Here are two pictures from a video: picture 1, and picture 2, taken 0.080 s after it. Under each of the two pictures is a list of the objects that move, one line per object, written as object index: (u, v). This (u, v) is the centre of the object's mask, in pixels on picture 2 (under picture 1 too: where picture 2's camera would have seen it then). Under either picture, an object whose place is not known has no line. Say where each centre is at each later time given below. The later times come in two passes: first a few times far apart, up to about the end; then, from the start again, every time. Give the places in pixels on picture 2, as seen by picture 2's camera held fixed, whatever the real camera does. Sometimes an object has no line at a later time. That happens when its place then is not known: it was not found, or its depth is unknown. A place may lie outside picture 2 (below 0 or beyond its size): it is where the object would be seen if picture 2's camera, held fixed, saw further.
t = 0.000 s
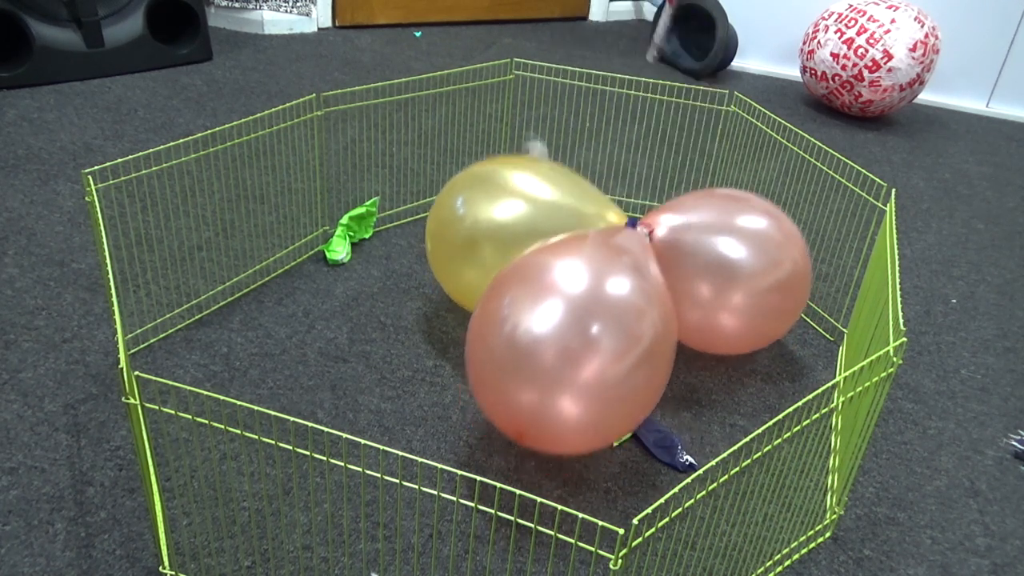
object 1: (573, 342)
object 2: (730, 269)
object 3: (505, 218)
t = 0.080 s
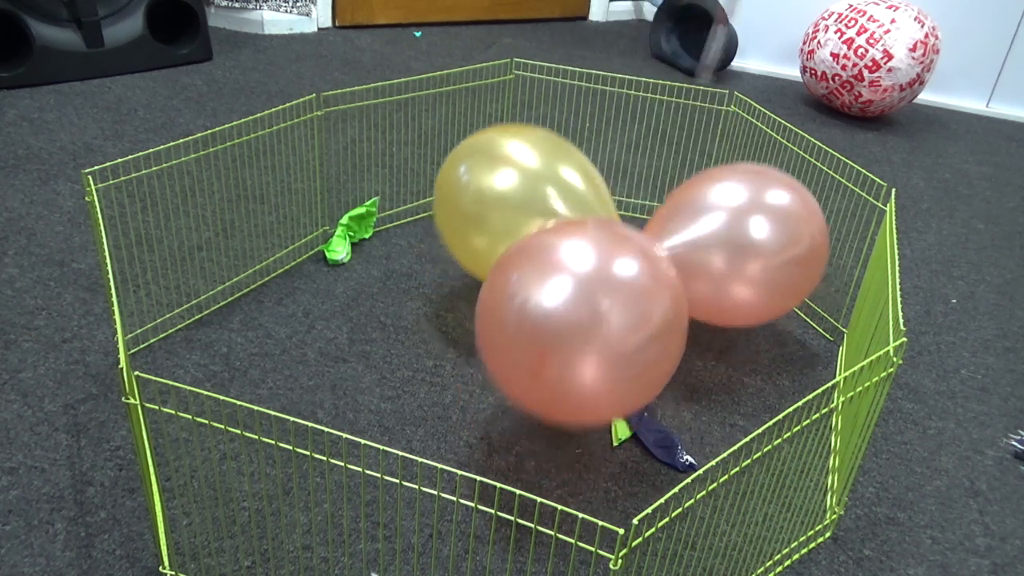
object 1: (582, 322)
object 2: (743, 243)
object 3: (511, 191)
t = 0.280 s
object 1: (580, 309)
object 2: (753, 258)
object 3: (522, 192)
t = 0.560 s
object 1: (575, 263)
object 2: (727, 237)
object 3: (531, 158)
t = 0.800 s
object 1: (555, 256)
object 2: (713, 227)
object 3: (550, 147)
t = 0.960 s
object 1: (551, 266)
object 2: (716, 229)
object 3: (555, 151)
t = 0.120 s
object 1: (594, 302)
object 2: (738, 229)
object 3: (521, 181)
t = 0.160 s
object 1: (608, 289)
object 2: (741, 224)
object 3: (521, 184)
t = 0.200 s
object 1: (598, 291)
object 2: (751, 236)
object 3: (512, 190)
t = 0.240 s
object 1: (586, 299)
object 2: (756, 247)
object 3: (510, 197)
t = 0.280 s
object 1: (580, 309)
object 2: (753, 258)
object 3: (522, 192)
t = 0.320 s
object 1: (577, 312)
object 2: (751, 253)
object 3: (529, 185)
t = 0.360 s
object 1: (578, 296)
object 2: (747, 248)
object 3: (528, 173)
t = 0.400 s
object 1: (582, 281)
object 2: (741, 244)
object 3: (529, 163)
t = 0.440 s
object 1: (586, 270)
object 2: (733, 241)
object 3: (534, 157)
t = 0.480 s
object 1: (589, 262)
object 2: (728, 242)
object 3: (538, 154)
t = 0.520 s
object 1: (583, 261)
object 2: (726, 239)
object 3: (536, 154)
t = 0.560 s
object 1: (575, 263)
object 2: (727, 237)
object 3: (531, 158)
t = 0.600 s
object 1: (567, 267)
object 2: (727, 237)
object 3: (531, 159)
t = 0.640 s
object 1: (560, 273)
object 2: (726, 237)
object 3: (536, 158)
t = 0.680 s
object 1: (555, 280)
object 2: (724, 233)
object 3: (541, 158)
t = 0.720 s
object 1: (553, 271)
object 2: (721, 230)
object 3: (544, 154)
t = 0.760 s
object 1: (554, 262)
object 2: (717, 229)
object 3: (547, 149)
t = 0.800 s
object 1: (555, 256)
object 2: (713, 227)
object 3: (550, 147)
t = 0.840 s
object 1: (555, 254)
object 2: (711, 227)
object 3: (549, 148)
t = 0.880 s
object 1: (554, 256)
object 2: (713, 228)
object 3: (549, 147)
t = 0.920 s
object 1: (553, 260)
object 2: (715, 229)
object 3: (552, 148)
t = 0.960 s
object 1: (551, 266)
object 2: (716, 229)
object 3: (555, 151)
